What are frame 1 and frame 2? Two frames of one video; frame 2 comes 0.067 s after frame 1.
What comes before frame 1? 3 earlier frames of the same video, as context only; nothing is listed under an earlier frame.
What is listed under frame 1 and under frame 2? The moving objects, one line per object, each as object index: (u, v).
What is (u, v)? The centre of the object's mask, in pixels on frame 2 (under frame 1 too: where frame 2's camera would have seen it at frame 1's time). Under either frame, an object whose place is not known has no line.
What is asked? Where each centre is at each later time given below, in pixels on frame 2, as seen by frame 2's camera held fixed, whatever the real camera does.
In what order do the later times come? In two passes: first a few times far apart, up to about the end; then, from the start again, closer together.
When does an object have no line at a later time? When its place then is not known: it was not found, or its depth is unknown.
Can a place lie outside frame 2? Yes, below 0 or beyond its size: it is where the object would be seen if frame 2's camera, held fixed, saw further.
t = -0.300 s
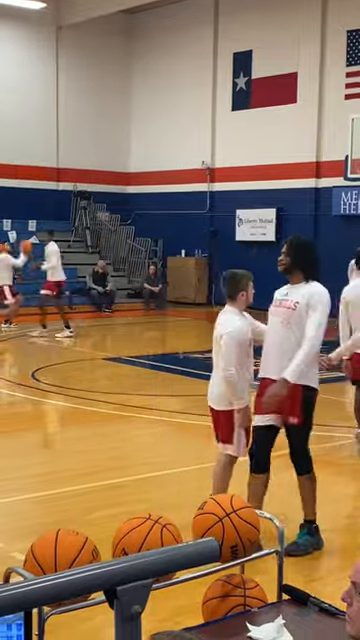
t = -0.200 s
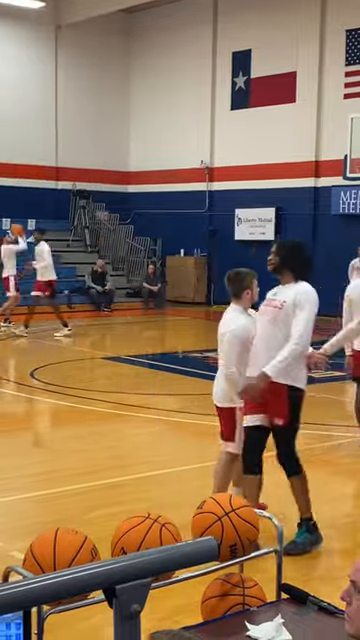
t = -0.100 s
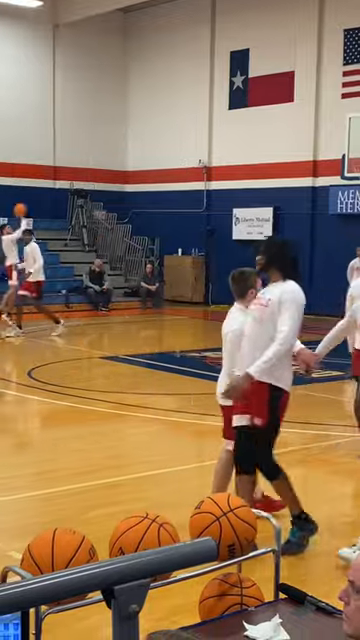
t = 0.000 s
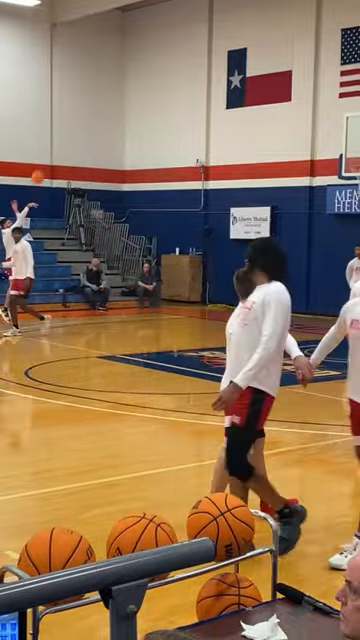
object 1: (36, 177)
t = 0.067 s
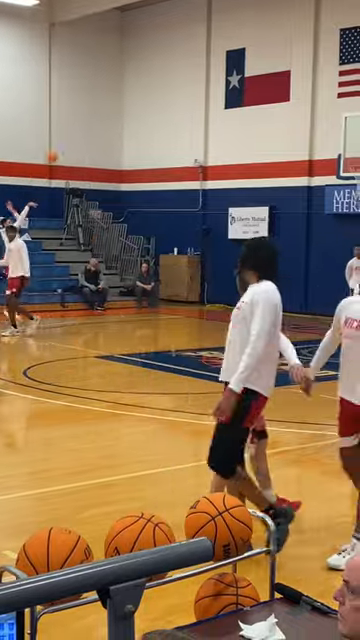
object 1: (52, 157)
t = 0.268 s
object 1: (98, 106)
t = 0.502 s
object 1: (156, 69)
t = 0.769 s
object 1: (225, 65)
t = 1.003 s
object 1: (288, 94)
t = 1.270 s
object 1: (356, 158)
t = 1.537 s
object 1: (389, 125)
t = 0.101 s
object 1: (59, 148)
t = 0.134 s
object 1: (67, 137)
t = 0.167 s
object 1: (74, 130)
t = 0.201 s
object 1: (82, 121)
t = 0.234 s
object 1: (90, 114)
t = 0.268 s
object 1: (98, 106)
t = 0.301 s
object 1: (105, 102)
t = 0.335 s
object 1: (115, 93)
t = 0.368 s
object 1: (123, 89)
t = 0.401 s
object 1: (131, 81)
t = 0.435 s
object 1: (140, 78)
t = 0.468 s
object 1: (147, 74)
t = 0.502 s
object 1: (156, 69)
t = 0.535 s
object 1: (164, 67)
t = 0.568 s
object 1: (173, 66)
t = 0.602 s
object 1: (180, 63)
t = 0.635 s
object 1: (189, 62)
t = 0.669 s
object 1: (200, 63)
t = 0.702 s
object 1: (207, 64)
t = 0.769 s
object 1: (225, 65)
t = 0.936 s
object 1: (270, 82)
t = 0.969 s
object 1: (278, 88)
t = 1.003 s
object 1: (288, 94)
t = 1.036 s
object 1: (297, 102)
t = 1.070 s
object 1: (307, 110)
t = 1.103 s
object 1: (316, 117)
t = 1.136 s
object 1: (325, 127)
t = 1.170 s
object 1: (334, 138)
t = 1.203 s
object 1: (344, 147)
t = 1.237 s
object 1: (352, 160)
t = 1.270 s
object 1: (356, 158)
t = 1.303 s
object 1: (361, 150)
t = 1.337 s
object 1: (365, 144)
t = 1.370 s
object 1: (369, 139)
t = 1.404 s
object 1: (373, 135)
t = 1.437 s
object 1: (377, 131)
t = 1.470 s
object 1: (381, 129)
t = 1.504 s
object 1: (385, 127)
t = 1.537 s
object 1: (389, 125)
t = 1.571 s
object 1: (392, 124)
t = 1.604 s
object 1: (397, 124)
